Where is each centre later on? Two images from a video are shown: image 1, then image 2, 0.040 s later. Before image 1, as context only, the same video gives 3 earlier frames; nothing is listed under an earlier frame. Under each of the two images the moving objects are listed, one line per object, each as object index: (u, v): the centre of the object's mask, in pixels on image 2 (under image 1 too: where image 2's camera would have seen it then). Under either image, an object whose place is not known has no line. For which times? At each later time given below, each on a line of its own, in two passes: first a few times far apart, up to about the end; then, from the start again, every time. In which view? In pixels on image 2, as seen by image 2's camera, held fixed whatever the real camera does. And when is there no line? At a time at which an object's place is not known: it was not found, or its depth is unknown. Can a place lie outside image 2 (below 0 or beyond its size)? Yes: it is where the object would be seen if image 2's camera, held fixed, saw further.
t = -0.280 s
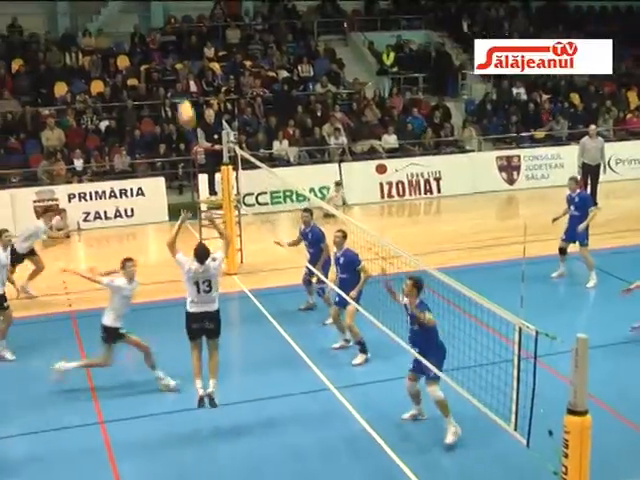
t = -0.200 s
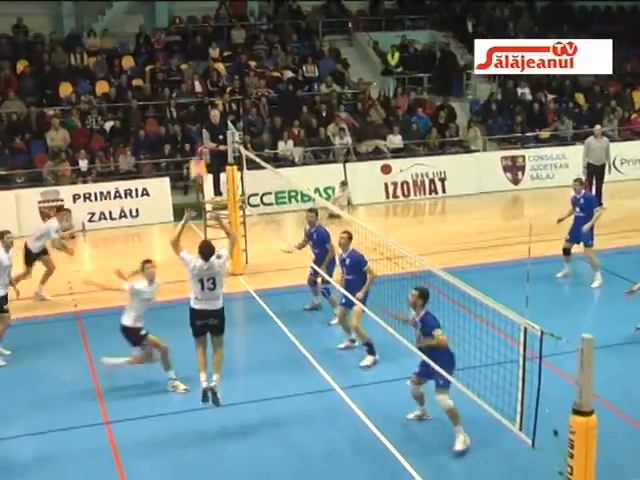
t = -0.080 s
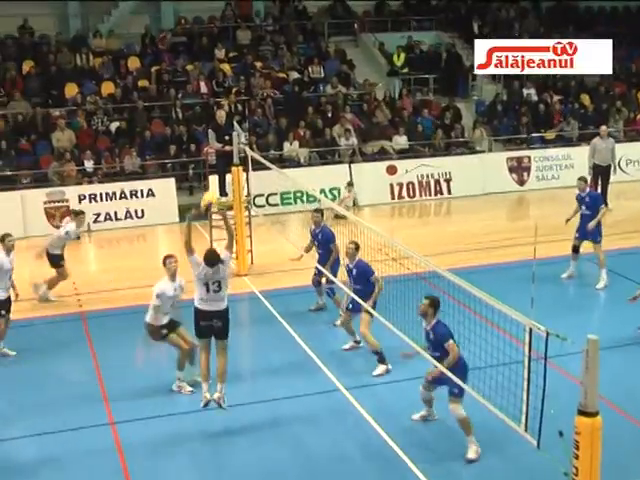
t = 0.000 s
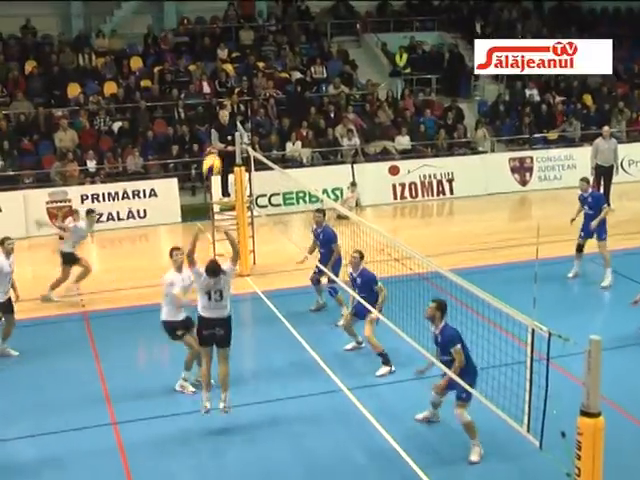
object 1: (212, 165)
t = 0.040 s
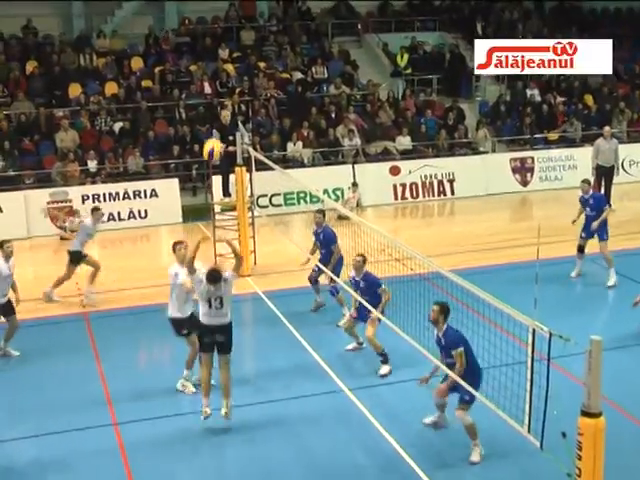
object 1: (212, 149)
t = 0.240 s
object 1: (216, 88)
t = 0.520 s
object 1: (223, 54)
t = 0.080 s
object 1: (213, 134)
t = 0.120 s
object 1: (213, 120)
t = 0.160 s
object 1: (214, 108)
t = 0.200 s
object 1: (214, 96)
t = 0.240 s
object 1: (216, 88)
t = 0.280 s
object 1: (217, 77)
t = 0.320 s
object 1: (217, 70)
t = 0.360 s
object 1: (218, 63)
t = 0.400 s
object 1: (220, 58)
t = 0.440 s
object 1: (221, 55)
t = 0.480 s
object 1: (222, 54)
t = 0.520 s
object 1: (223, 54)
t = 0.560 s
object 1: (225, 57)
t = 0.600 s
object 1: (227, 61)
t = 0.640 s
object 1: (229, 67)
